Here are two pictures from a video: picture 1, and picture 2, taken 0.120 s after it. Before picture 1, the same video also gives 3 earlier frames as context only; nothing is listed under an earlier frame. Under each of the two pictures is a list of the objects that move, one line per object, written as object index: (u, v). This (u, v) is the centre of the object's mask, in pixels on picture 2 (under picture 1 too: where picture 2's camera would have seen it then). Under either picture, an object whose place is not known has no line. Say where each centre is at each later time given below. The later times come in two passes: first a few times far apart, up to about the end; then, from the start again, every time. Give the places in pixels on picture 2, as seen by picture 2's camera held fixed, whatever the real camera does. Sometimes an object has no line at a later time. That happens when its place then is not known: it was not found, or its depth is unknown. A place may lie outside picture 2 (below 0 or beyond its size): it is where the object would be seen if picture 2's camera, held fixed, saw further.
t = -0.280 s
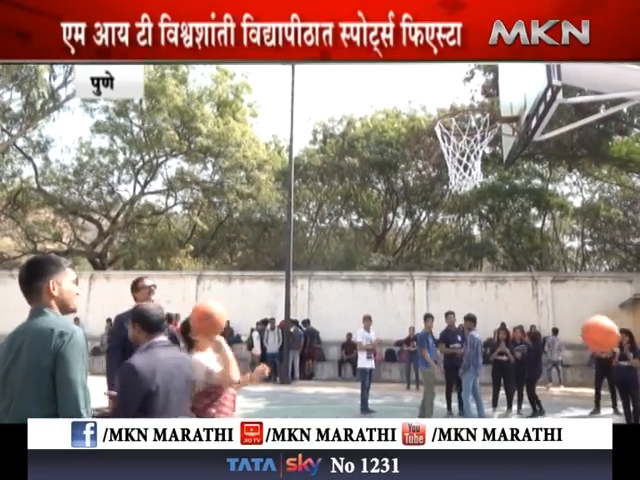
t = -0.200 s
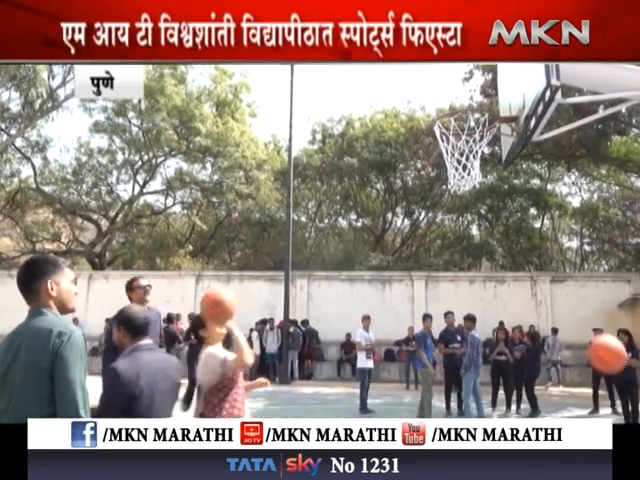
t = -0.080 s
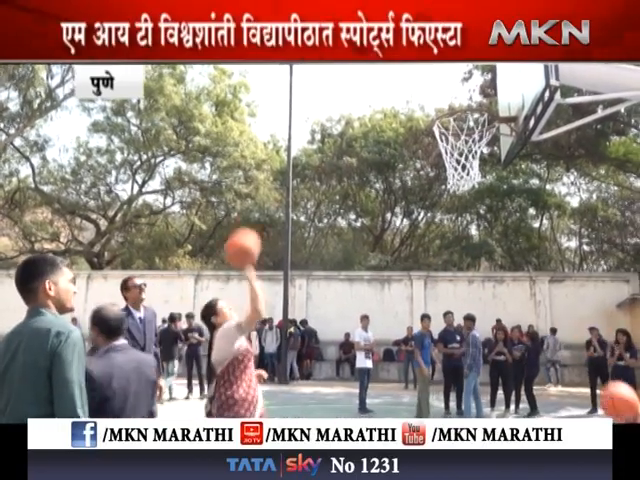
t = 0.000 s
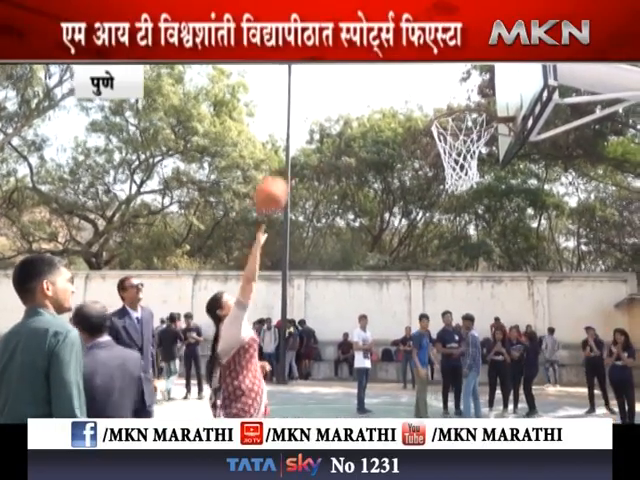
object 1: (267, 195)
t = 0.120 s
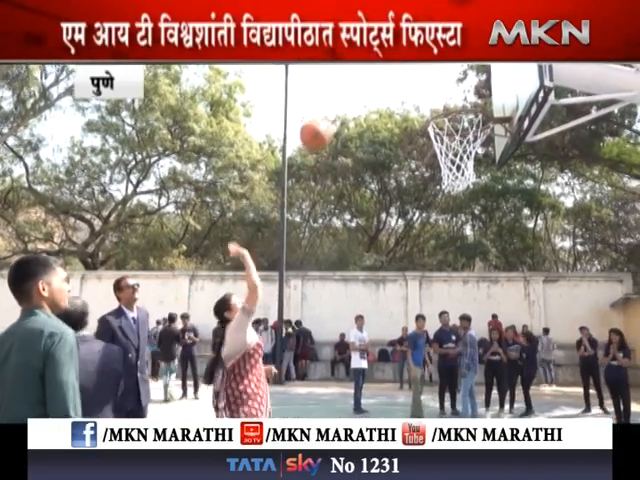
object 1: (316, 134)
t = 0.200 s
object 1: (343, 109)
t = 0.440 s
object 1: (428, 76)
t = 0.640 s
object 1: (488, 100)
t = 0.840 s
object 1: (431, 112)
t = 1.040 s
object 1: (385, 118)
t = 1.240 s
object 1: (338, 169)
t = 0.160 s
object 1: (328, 123)
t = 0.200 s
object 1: (343, 109)
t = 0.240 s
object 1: (358, 98)
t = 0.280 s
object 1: (372, 90)
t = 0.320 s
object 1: (386, 83)
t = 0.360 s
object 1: (400, 79)
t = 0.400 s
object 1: (414, 76)
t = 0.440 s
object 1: (428, 76)
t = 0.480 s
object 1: (442, 77)
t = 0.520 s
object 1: (456, 80)
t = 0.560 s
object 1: (470, 84)
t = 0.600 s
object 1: (482, 93)
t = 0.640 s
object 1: (488, 100)
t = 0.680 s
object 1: (479, 108)
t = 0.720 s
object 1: (465, 116)
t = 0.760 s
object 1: (455, 112)
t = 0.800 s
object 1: (442, 111)
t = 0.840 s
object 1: (431, 112)
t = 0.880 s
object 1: (423, 112)
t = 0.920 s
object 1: (413, 111)
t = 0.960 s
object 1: (403, 112)
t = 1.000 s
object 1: (394, 114)
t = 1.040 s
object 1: (385, 118)
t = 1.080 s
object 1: (375, 125)
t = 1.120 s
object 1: (366, 131)
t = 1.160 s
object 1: (358, 142)
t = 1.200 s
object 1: (348, 154)
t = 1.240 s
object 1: (338, 169)
